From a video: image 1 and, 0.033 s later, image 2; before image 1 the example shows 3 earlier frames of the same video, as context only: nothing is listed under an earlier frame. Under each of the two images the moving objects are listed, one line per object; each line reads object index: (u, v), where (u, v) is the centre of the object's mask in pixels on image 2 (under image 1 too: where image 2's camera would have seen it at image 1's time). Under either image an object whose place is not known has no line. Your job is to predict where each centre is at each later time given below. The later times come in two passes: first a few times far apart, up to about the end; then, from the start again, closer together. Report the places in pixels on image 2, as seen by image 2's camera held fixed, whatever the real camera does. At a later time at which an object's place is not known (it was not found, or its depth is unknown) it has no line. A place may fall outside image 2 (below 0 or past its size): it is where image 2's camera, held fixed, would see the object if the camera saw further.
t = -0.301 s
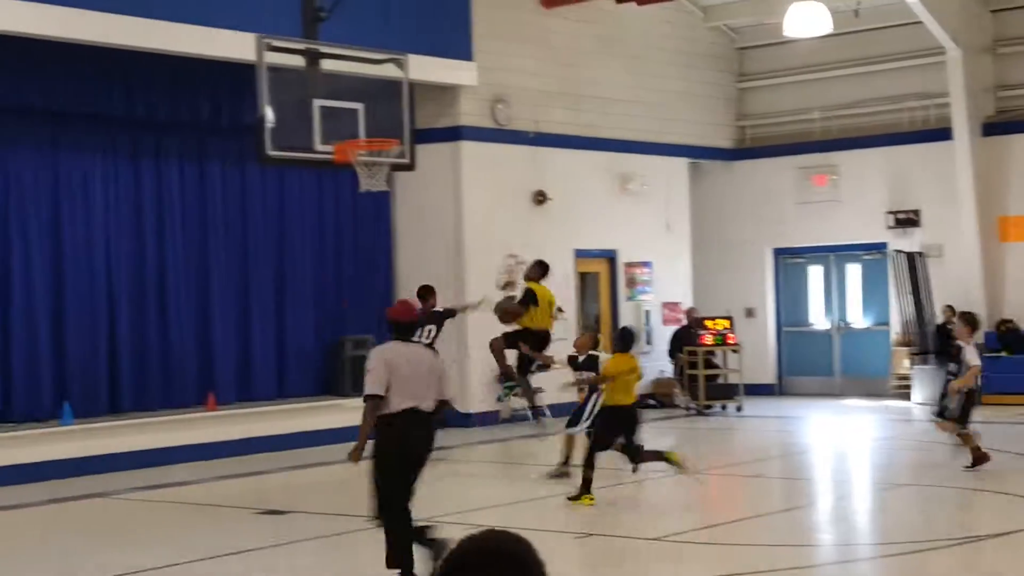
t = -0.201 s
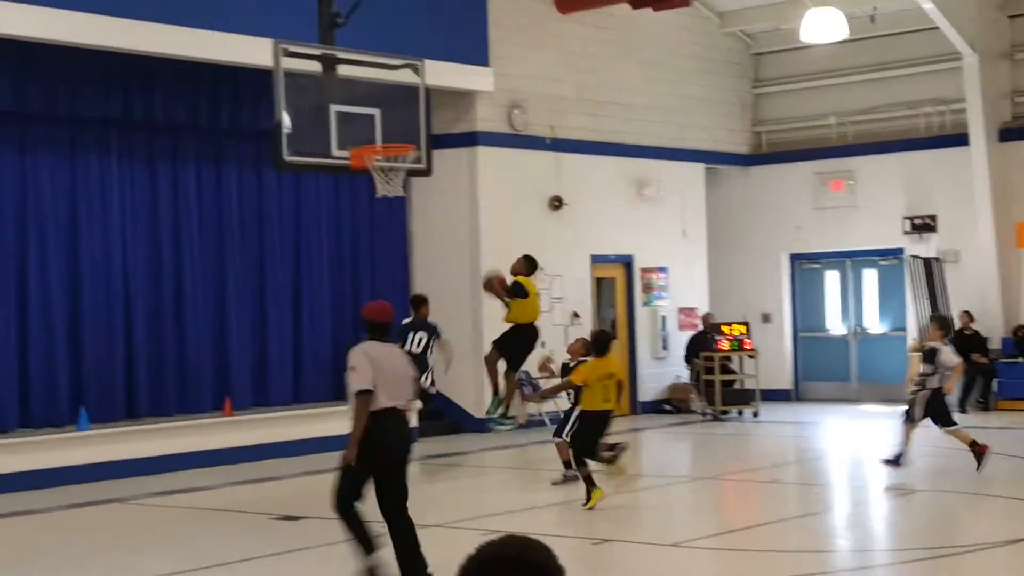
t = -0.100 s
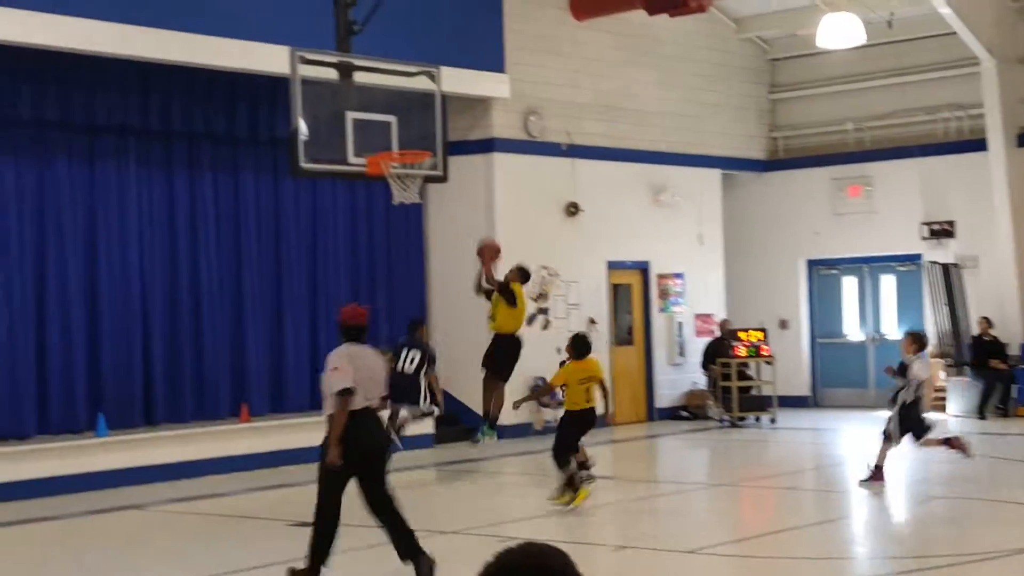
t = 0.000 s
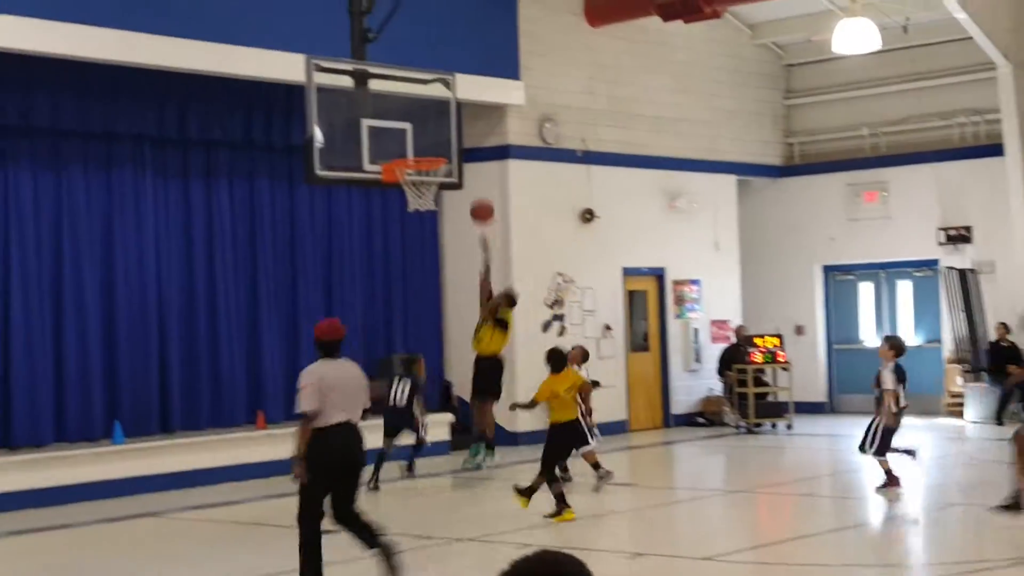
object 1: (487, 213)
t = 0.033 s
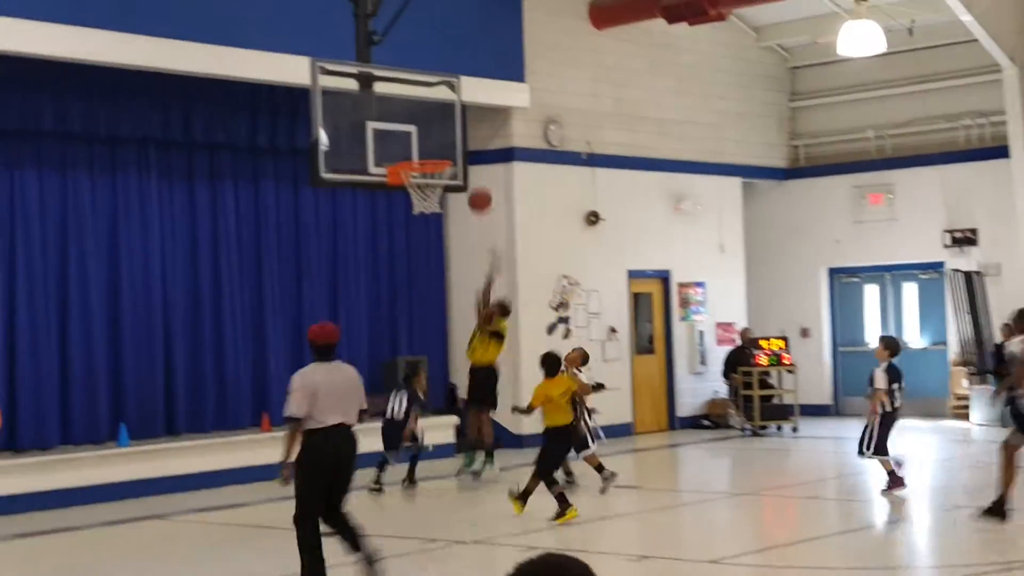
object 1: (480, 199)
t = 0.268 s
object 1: (426, 134)
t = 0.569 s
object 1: (438, 147)
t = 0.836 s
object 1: (414, 152)
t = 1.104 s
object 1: (421, 176)
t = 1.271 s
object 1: (428, 221)
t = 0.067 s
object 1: (472, 187)
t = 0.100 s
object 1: (464, 177)
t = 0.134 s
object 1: (458, 166)
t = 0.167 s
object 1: (448, 153)
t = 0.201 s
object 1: (441, 147)
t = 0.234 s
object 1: (433, 139)
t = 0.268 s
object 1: (426, 134)
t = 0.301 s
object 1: (425, 131)
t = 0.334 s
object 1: (426, 129)
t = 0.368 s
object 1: (428, 128)
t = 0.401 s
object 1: (429, 127)
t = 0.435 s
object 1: (431, 129)
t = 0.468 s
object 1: (433, 132)
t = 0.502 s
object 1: (435, 136)
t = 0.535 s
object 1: (437, 140)
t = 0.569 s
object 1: (438, 147)
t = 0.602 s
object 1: (438, 149)
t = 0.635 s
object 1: (435, 148)
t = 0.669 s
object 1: (433, 148)
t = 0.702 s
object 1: (427, 147)
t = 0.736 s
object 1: (423, 148)
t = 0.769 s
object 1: (420, 150)
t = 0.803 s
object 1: (415, 152)
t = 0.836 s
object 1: (414, 152)
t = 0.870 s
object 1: (414, 152)
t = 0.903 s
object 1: (415, 152)
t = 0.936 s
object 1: (415, 153)
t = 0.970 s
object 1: (417, 155)
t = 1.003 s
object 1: (417, 156)
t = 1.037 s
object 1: (414, 174)
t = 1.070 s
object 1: (422, 173)
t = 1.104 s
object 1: (421, 176)
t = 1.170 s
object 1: (433, 194)
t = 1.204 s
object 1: (425, 212)
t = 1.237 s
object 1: (427, 215)
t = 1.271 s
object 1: (428, 221)
